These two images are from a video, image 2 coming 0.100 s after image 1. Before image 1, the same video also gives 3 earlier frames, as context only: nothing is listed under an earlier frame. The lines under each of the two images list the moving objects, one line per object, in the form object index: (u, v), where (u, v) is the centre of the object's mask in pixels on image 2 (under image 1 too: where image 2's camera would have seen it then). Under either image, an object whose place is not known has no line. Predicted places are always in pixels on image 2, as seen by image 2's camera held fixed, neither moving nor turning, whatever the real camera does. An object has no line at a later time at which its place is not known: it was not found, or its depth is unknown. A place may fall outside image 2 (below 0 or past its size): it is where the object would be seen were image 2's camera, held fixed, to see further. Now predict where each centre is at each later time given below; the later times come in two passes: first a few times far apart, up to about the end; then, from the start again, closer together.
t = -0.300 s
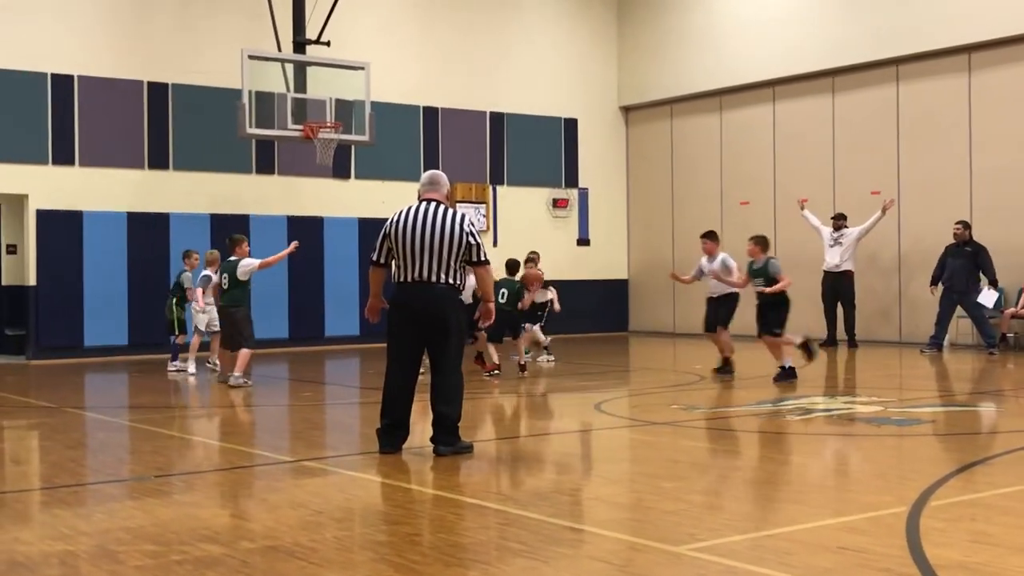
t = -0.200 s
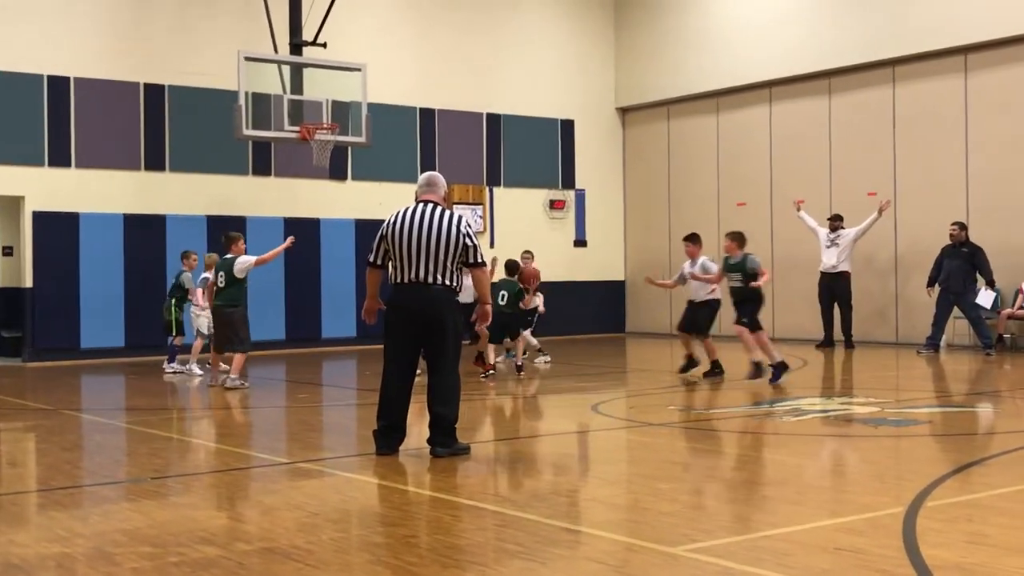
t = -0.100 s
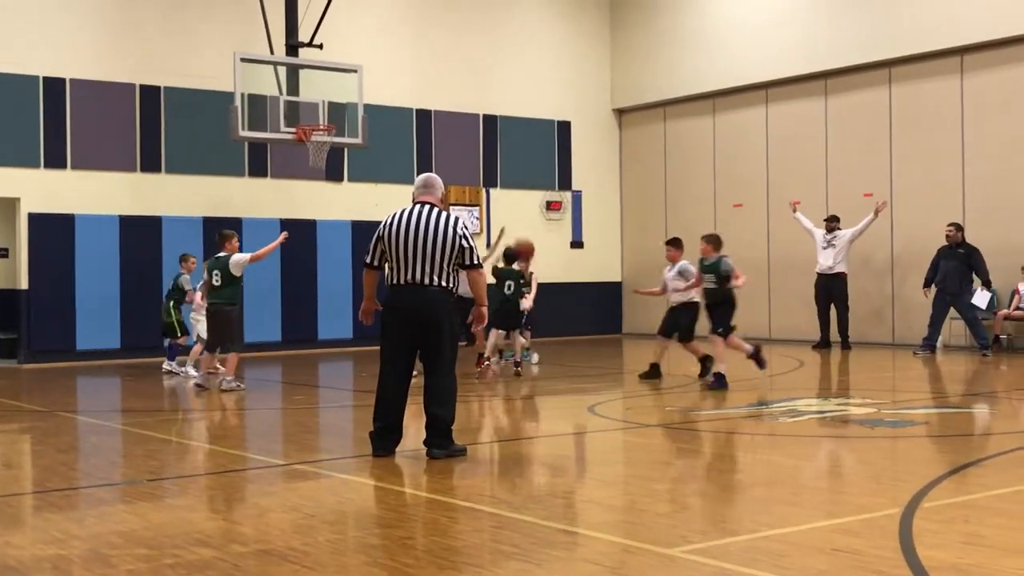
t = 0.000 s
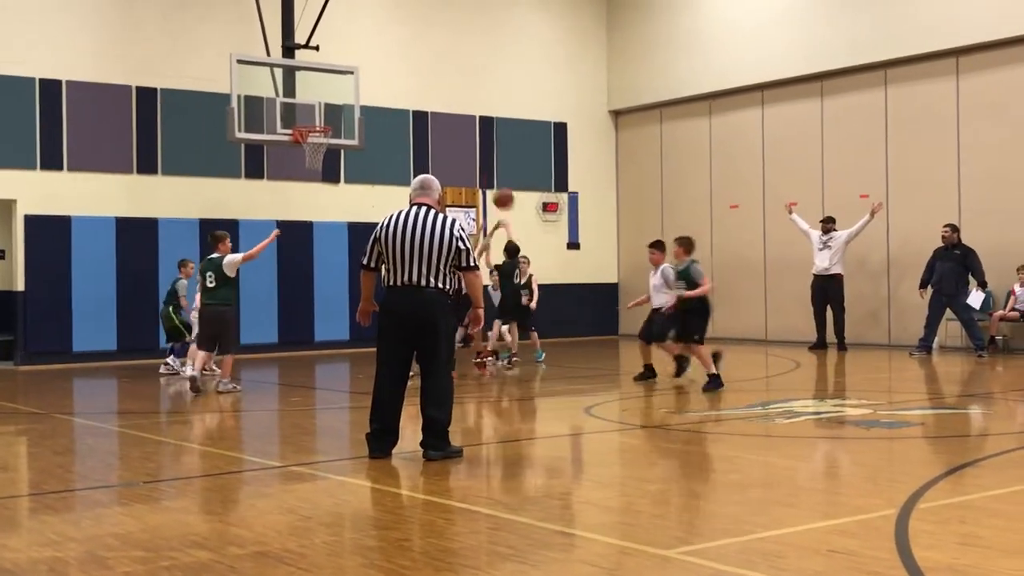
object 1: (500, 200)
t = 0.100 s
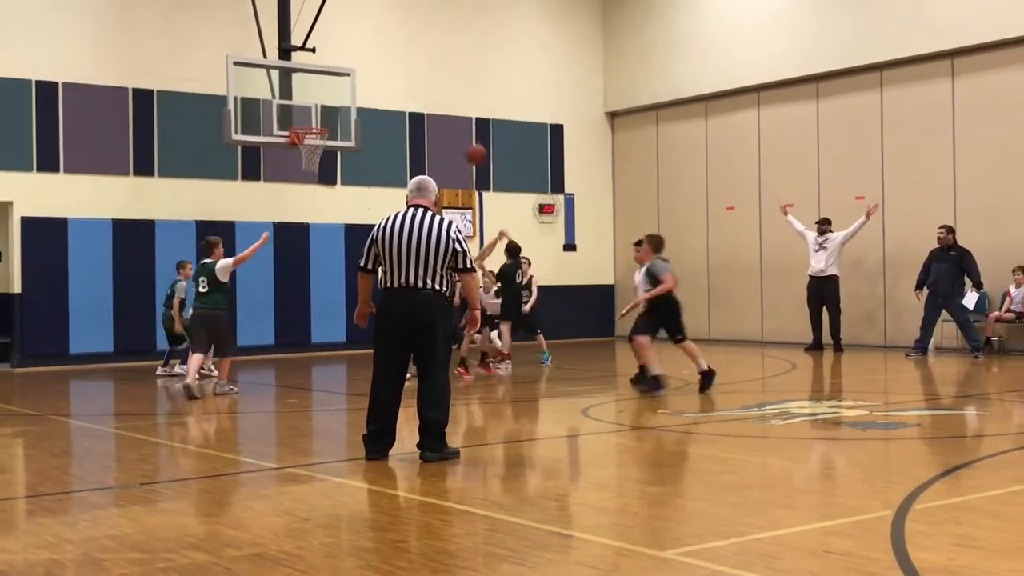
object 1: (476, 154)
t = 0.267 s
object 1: (436, 100)
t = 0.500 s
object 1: (387, 67)
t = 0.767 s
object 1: (338, 87)
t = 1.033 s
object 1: (308, 115)
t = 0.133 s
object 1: (467, 141)
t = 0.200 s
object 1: (453, 119)
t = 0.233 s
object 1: (444, 109)
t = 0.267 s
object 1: (436, 100)
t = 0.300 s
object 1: (429, 92)
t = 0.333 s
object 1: (422, 86)
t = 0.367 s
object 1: (415, 80)
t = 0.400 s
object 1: (407, 75)
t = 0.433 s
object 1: (400, 71)
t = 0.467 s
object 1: (393, 69)
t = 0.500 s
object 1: (387, 67)
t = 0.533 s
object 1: (380, 66)
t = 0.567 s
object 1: (374, 67)
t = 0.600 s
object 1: (368, 68)
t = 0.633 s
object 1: (362, 70)
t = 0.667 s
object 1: (356, 73)
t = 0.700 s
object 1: (349, 77)
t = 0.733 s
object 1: (344, 81)
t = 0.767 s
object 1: (338, 87)
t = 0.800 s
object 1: (332, 93)
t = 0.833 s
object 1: (326, 99)
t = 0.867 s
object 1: (320, 107)
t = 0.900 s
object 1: (315, 115)
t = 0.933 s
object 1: (311, 122)
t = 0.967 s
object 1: (310, 119)
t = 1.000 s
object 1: (309, 116)
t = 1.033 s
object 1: (308, 115)
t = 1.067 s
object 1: (307, 114)
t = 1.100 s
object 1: (307, 114)
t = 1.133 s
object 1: (306, 114)
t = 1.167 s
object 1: (303, 118)
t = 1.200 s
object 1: (303, 120)
